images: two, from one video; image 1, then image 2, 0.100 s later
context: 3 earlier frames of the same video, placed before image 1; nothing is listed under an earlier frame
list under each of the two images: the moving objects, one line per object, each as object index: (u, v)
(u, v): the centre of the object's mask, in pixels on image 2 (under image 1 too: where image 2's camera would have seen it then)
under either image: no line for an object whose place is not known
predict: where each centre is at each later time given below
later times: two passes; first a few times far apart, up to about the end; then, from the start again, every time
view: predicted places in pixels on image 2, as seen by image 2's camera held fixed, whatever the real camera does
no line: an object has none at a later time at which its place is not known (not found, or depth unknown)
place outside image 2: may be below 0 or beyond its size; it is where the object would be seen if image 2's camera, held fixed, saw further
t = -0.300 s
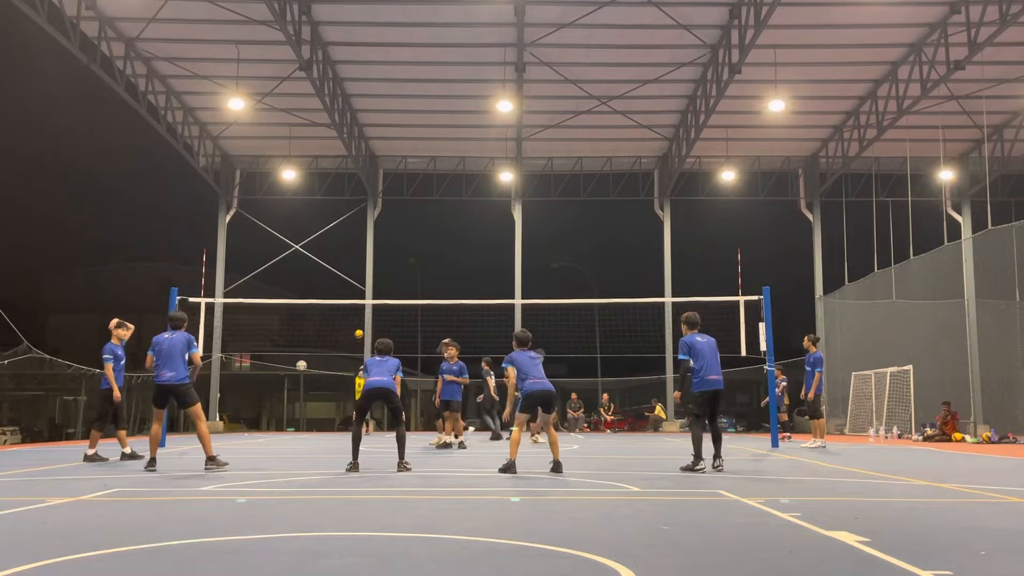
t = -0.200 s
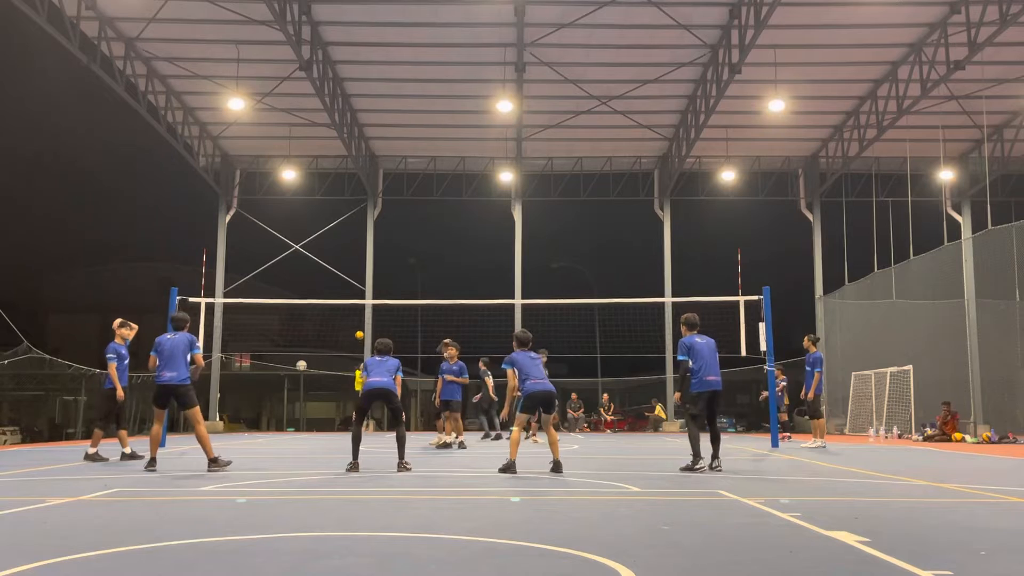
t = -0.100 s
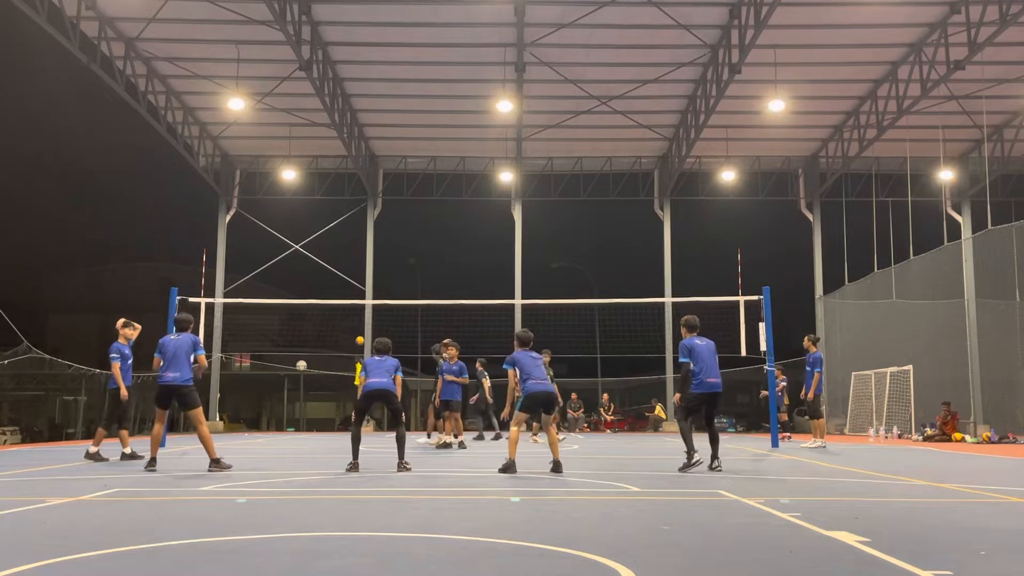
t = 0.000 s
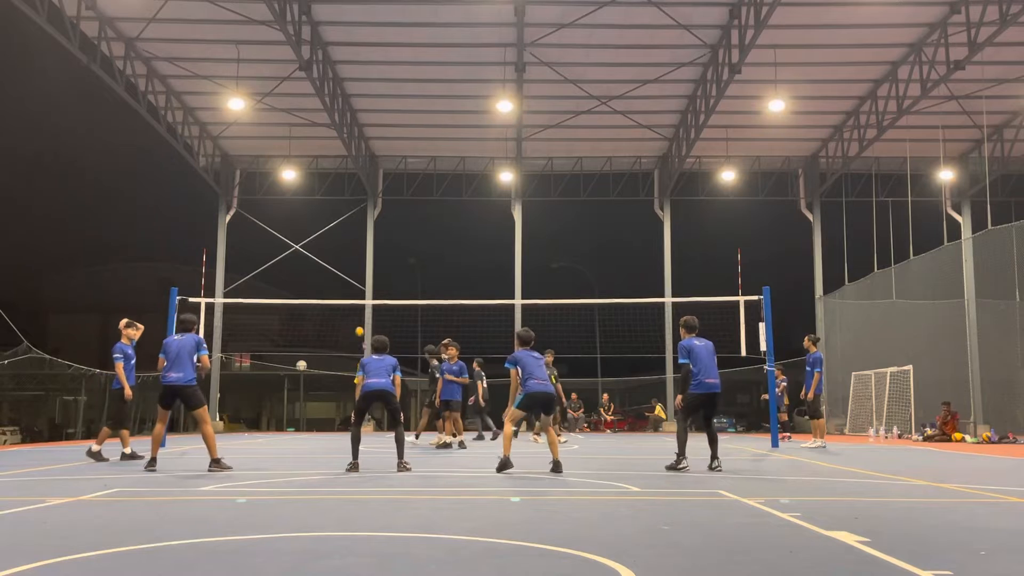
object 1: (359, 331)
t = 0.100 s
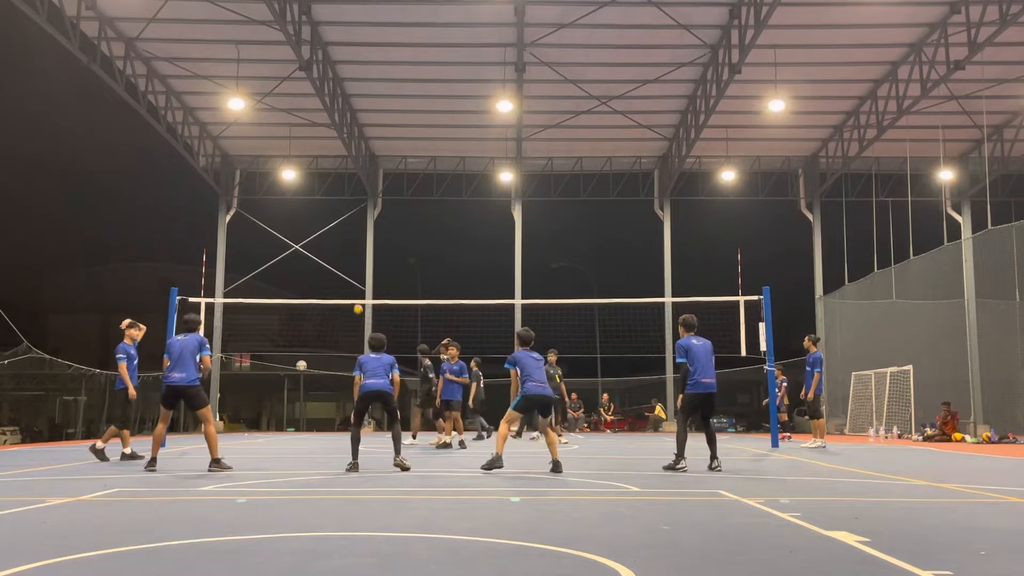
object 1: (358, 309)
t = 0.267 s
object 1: (353, 279)
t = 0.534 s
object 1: (345, 248)
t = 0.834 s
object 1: (334, 254)
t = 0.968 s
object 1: (328, 278)
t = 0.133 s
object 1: (357, 302)
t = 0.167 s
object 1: (356, 295)
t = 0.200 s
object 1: (355, 290)
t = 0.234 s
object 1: (354, 284)
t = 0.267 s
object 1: (353, 279)
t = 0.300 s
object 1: (352, 274)
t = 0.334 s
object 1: (351, 269)
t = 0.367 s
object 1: (350, 265)
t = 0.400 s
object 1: (349, 260)
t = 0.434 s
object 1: (348, 256)
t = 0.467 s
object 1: (348, 253)
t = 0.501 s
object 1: (346, 251)
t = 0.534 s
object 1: (345, 248)
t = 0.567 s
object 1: (344, 246)
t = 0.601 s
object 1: (343, 245)
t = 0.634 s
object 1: (342, 244)
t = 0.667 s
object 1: (341, 244)
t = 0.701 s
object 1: (339, 245)
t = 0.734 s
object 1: (338, 246)
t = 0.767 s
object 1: (337, 248)
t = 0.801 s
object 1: (335, 250)
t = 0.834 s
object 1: (334, 254)
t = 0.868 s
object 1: (333, 258)
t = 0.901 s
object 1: (331, 264)
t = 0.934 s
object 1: (330, 270)
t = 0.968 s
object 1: (328, 278)
